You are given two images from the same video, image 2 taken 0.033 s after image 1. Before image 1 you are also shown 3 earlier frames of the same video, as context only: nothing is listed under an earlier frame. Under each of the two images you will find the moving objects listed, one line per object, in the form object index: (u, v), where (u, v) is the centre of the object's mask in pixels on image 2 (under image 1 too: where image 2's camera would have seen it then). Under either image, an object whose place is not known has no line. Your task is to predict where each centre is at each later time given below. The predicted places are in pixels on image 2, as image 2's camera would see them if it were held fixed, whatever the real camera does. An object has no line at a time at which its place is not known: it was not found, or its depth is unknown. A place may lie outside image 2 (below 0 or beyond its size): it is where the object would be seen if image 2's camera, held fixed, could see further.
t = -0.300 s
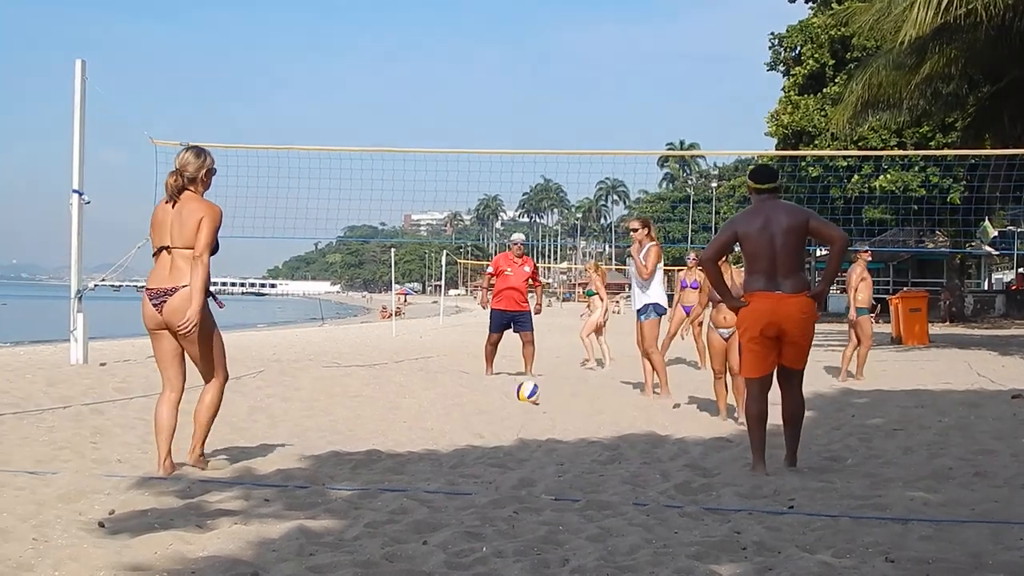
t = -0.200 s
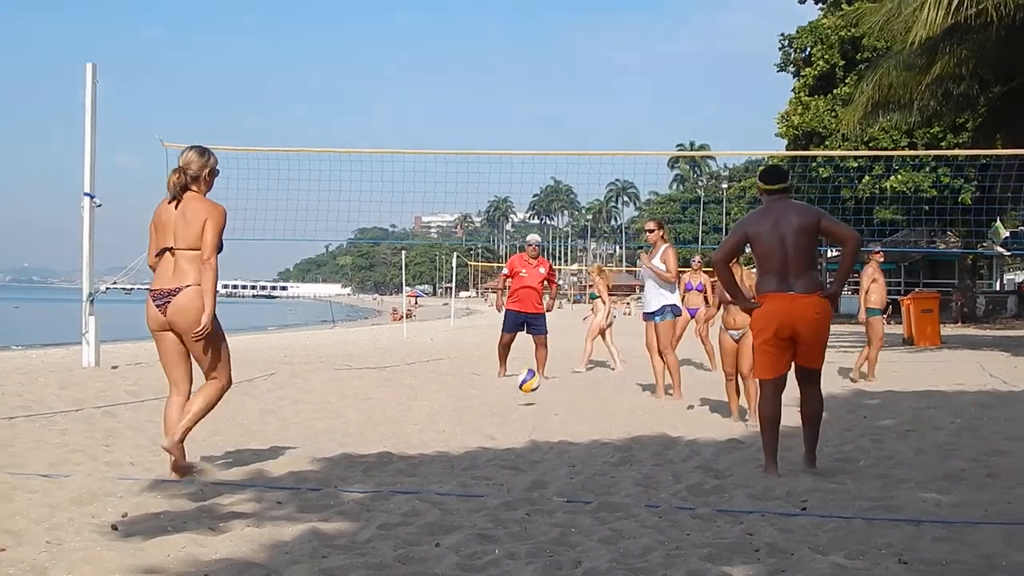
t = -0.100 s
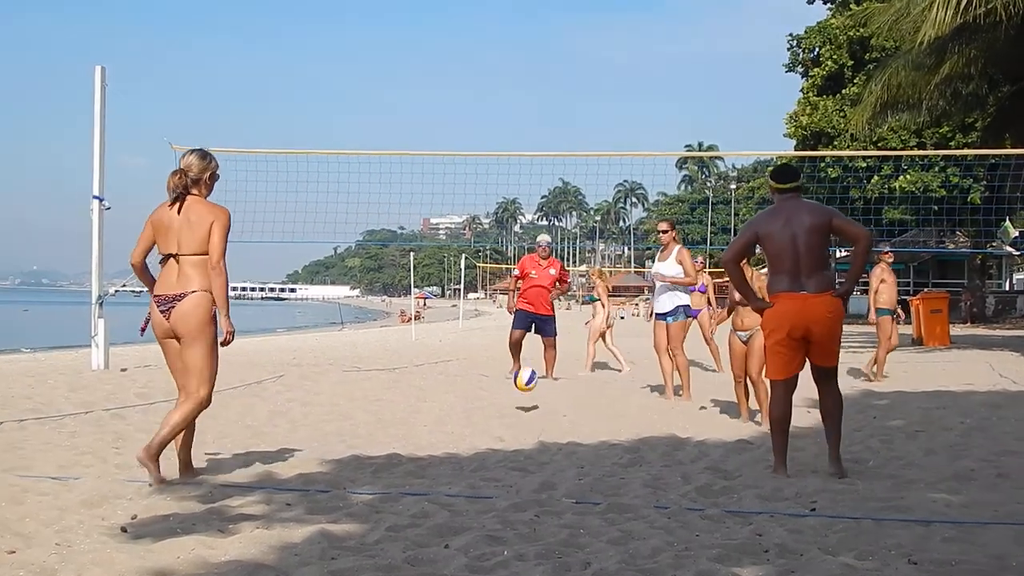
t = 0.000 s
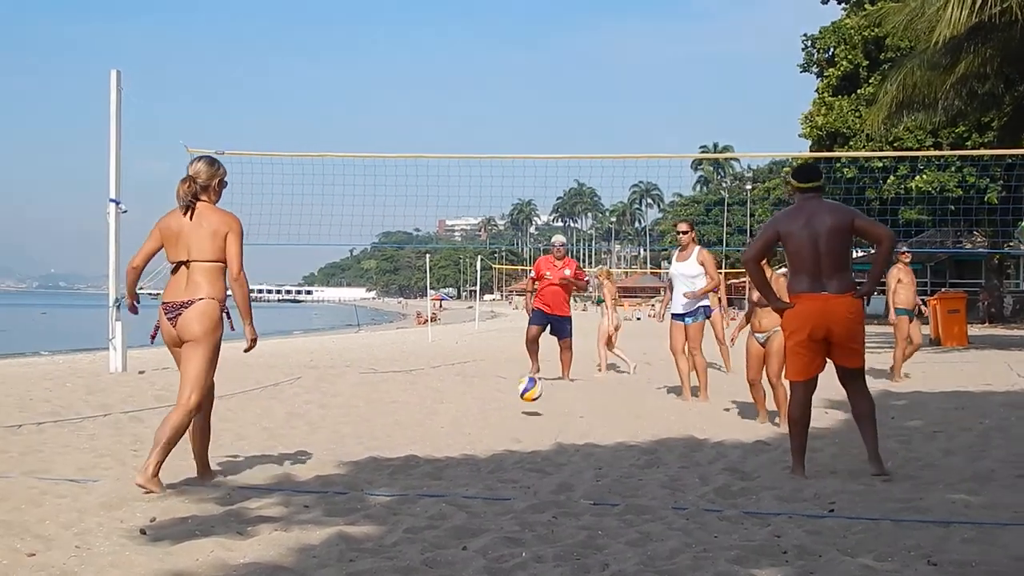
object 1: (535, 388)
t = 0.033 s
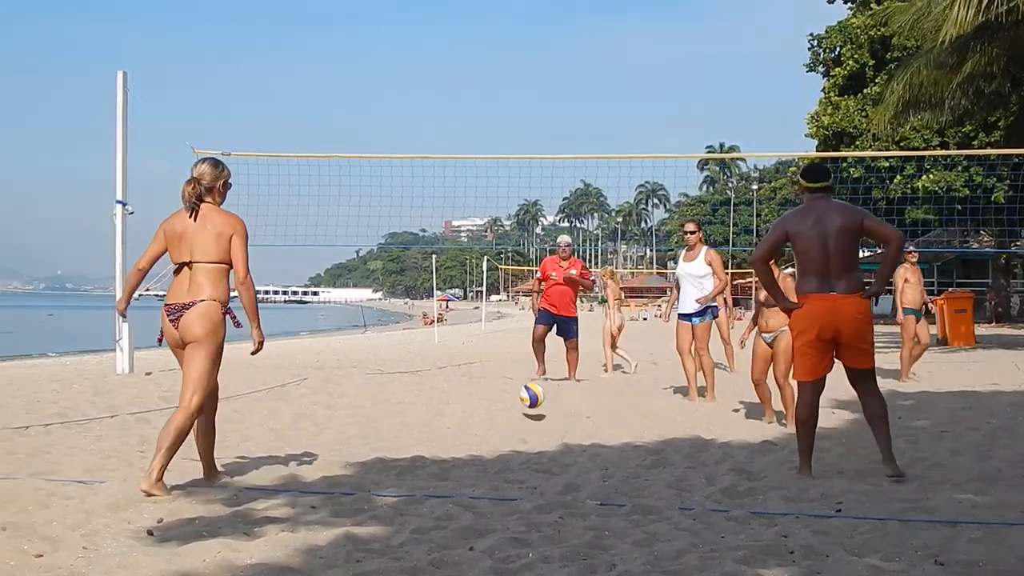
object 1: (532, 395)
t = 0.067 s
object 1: (529, 402)
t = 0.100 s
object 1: (525, 410)
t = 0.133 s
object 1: (520, 412)
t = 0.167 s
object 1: (516, 412)
